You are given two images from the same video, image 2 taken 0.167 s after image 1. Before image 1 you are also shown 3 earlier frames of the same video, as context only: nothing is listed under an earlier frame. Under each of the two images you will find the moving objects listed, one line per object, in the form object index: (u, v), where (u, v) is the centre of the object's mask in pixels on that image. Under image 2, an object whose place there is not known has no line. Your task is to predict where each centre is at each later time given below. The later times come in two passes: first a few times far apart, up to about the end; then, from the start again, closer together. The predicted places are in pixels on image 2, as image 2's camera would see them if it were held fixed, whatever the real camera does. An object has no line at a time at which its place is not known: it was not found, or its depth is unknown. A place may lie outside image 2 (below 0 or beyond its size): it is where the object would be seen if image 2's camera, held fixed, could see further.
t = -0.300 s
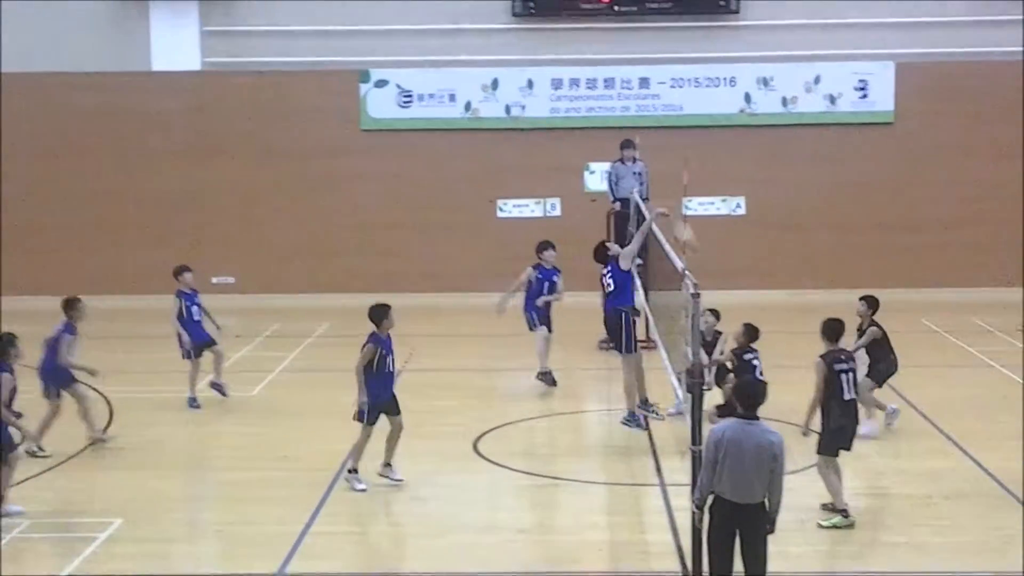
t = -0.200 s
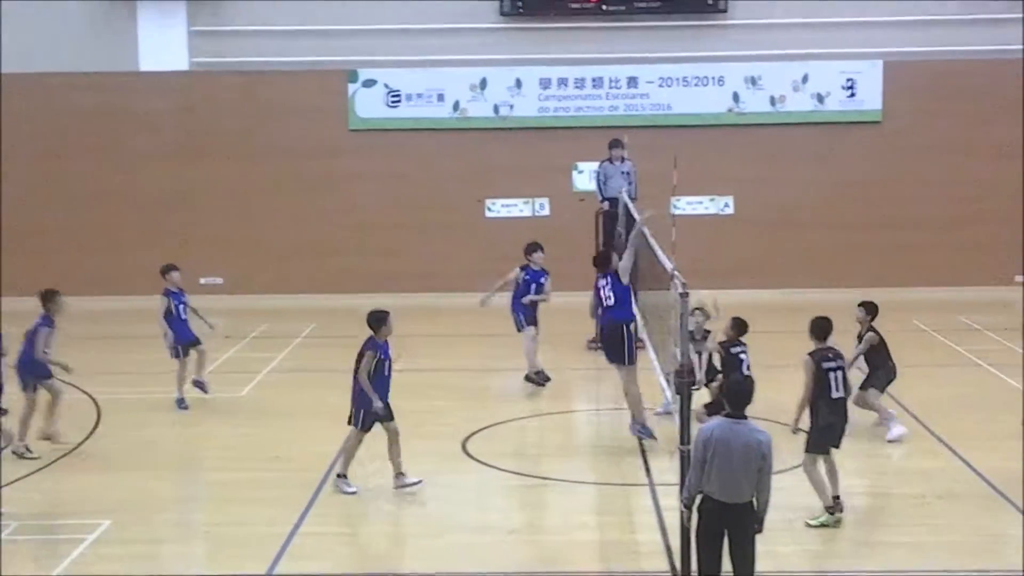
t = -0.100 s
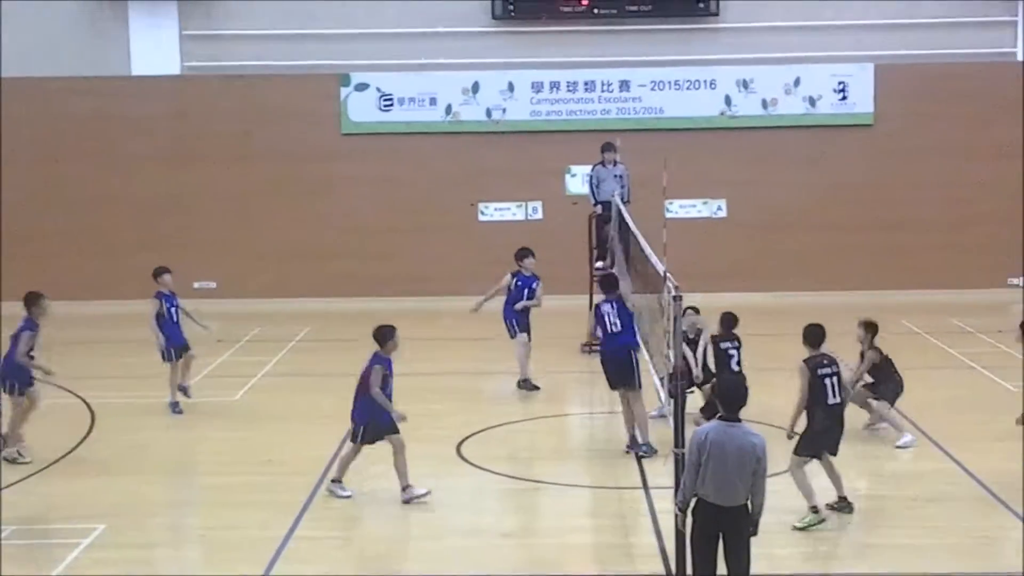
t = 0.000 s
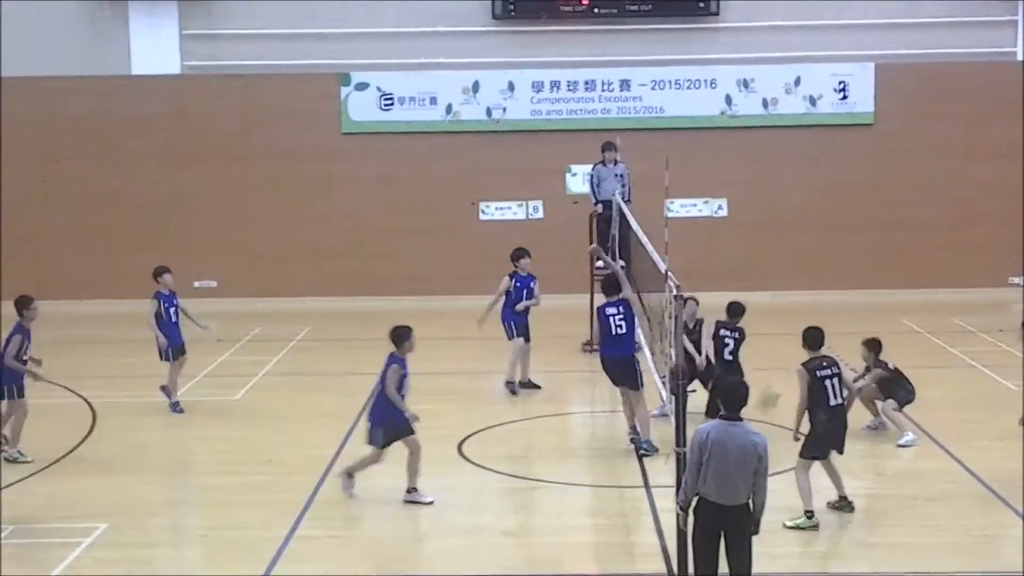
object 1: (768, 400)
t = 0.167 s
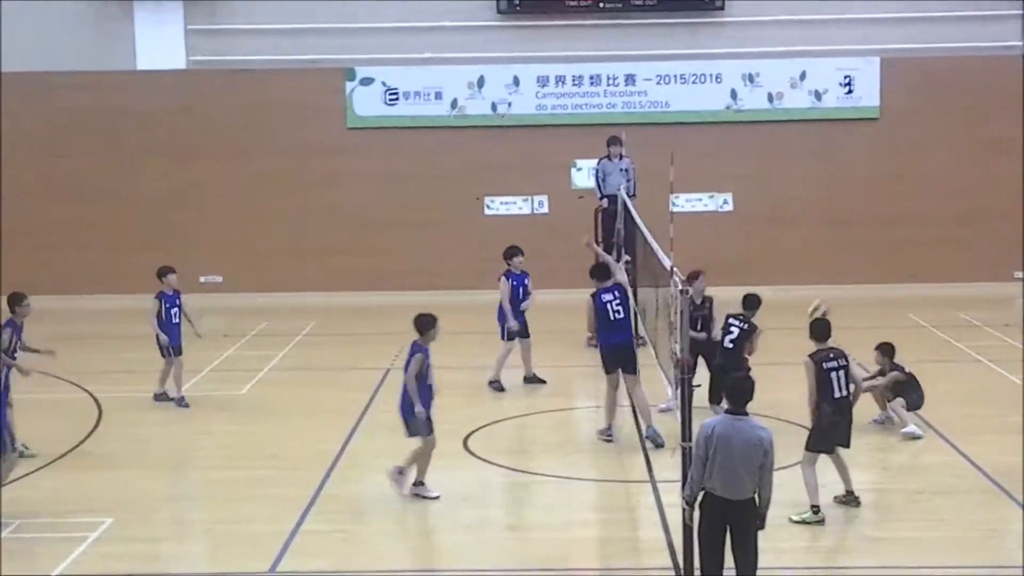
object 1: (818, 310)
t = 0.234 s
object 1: (838, 284)
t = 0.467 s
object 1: (901, 228)
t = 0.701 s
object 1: (960, 225)
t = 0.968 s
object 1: (1029, 283)
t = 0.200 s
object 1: (829, 297)
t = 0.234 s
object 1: (838, 284)
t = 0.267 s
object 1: (846, 273)
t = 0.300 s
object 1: (856, 262)
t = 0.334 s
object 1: (867, 253)
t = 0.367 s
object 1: (875, 245)
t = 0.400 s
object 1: (880, 240)
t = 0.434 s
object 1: (891, 234)
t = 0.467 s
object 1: (901, 228)
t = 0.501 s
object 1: (909, 224)
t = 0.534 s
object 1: (918, 222)
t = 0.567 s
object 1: (927, 221)
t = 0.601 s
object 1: (936, 220)
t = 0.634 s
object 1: (947, 221)
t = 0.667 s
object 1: (954, 222)
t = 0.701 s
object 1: (960, 225)
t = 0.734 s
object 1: (969, 228)
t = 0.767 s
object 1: (977, 231)
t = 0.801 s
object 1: (986, 239)
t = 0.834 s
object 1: (994, 244)
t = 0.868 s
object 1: (1002, 252)
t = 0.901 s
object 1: (1012, 263)
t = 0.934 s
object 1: (1020, 274)
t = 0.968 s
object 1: (1029, 283)
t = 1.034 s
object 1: (1038, 308)
